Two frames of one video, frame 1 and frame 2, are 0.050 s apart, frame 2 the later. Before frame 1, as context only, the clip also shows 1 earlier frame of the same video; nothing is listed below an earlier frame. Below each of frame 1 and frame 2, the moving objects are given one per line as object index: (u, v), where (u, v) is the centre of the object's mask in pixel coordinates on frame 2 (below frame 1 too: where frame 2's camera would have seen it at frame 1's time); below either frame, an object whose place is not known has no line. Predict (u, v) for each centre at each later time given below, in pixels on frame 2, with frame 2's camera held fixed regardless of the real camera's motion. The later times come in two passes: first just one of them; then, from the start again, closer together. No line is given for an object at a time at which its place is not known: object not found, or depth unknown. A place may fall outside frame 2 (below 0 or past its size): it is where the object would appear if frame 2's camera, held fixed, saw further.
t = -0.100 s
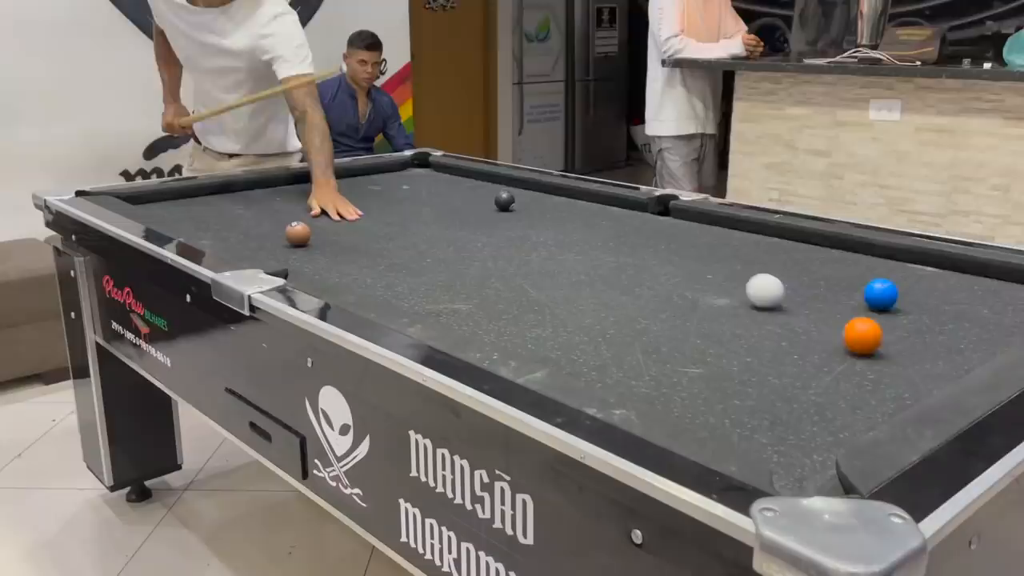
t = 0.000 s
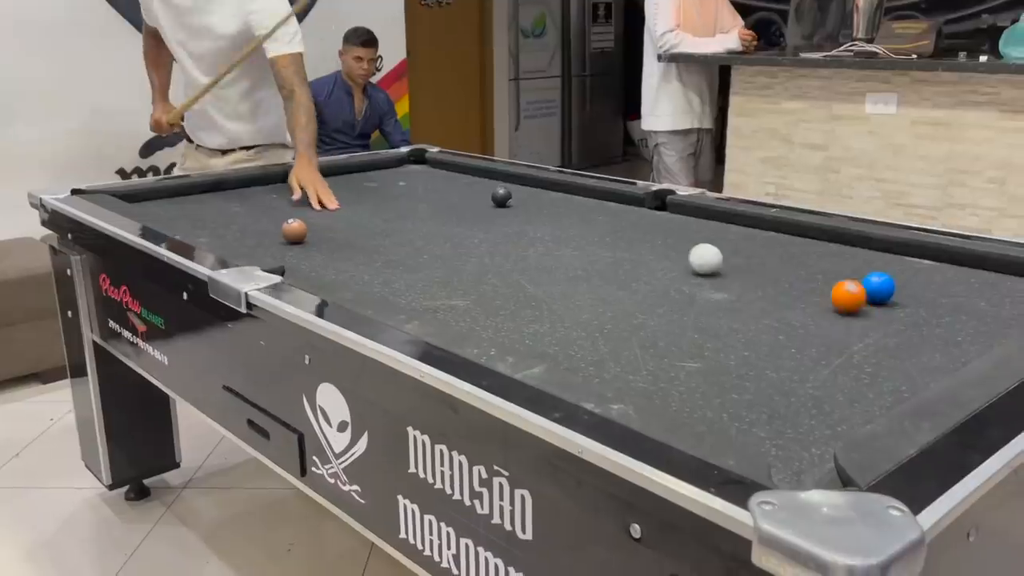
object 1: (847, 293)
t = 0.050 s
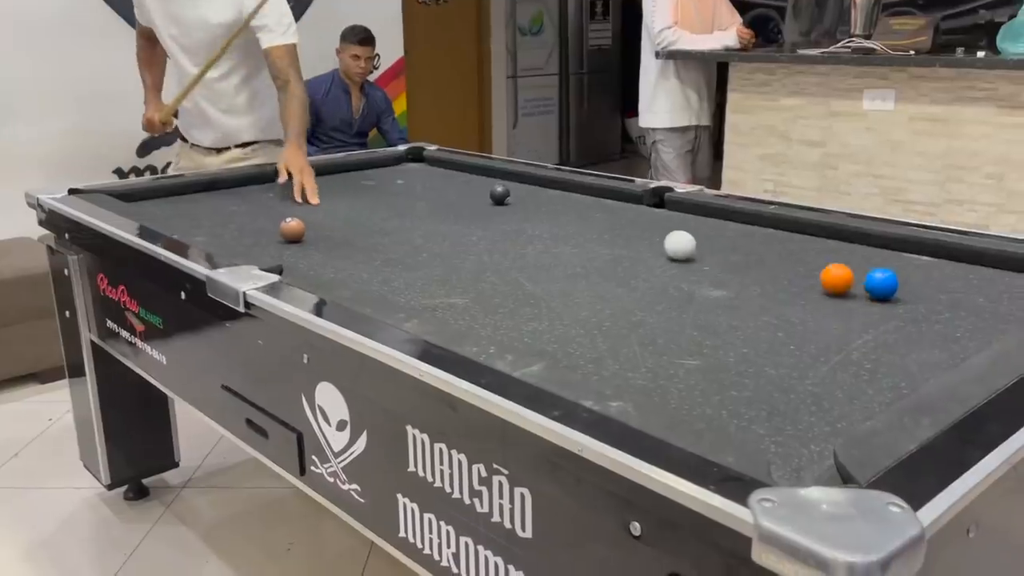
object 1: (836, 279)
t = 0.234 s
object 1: (791, 240)
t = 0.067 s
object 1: (831, 275)
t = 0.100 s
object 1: (822, 266)
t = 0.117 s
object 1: (818, 262)
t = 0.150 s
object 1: (809, 256)
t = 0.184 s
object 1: (801, 249)
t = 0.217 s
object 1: (794, 243)
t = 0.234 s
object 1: (791, 240)
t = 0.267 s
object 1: (784, 234)
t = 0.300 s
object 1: (778, 228)
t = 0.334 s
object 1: (772, 223)
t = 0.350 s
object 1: (769, 221)
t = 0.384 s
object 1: (749, 218)
